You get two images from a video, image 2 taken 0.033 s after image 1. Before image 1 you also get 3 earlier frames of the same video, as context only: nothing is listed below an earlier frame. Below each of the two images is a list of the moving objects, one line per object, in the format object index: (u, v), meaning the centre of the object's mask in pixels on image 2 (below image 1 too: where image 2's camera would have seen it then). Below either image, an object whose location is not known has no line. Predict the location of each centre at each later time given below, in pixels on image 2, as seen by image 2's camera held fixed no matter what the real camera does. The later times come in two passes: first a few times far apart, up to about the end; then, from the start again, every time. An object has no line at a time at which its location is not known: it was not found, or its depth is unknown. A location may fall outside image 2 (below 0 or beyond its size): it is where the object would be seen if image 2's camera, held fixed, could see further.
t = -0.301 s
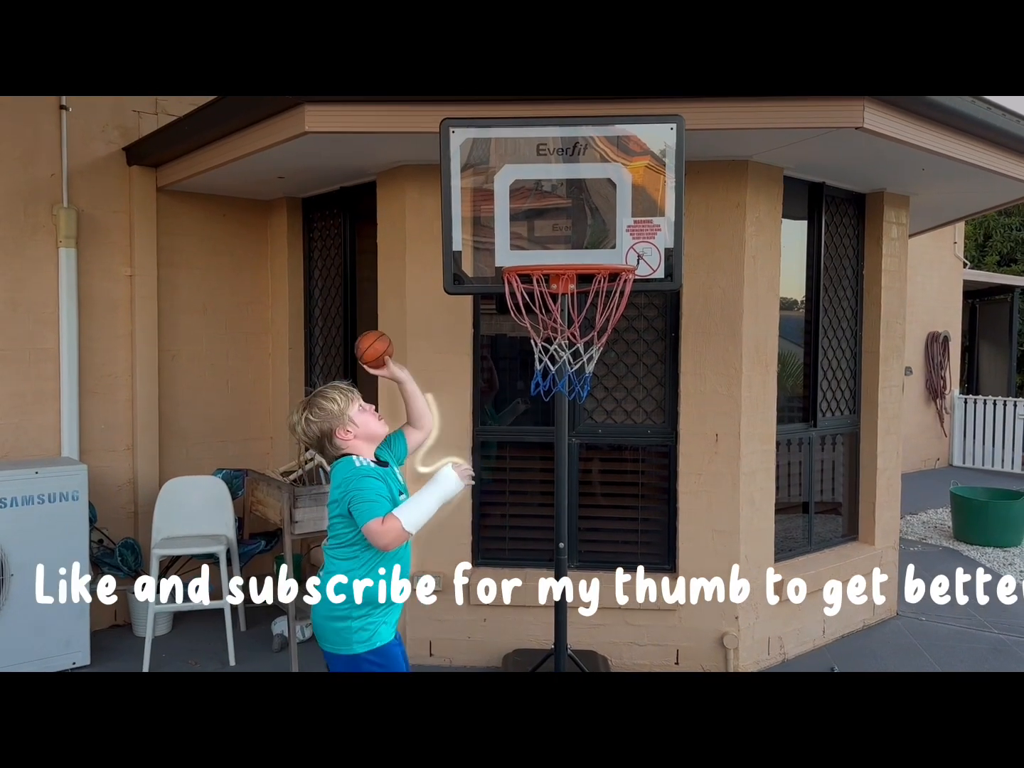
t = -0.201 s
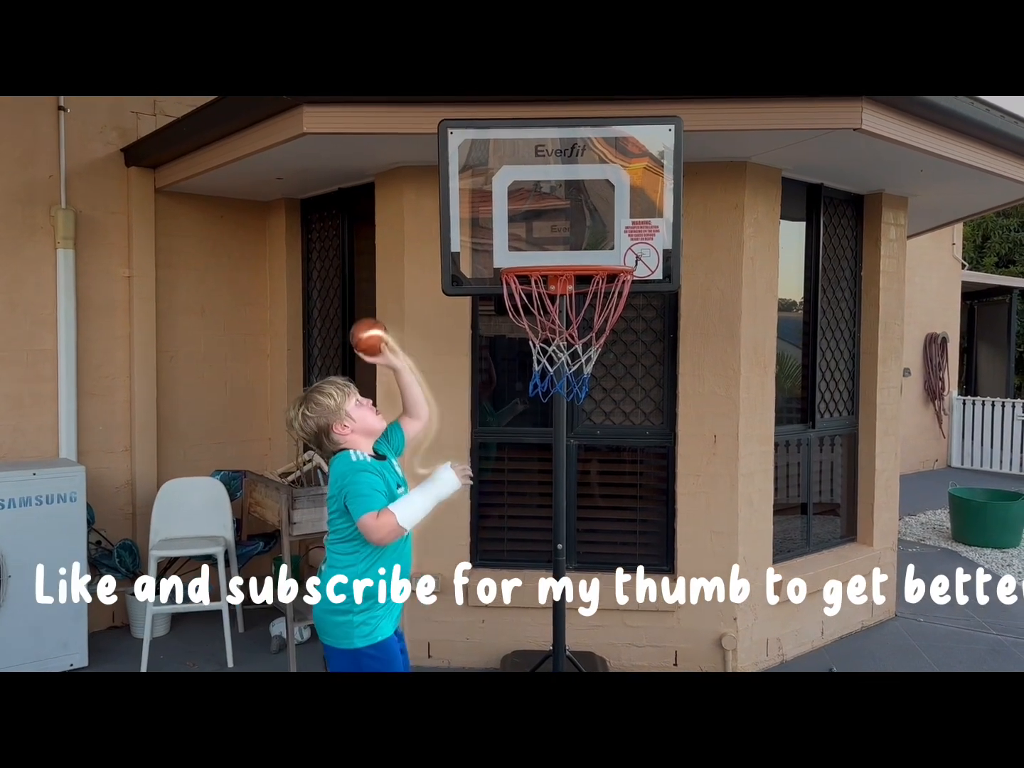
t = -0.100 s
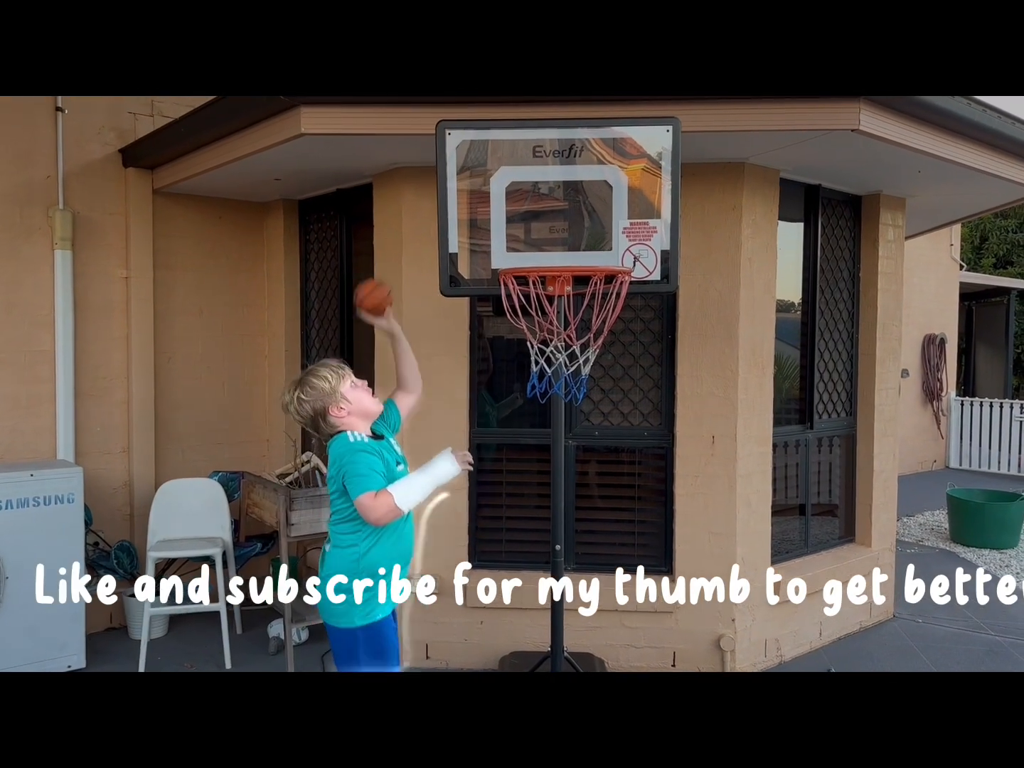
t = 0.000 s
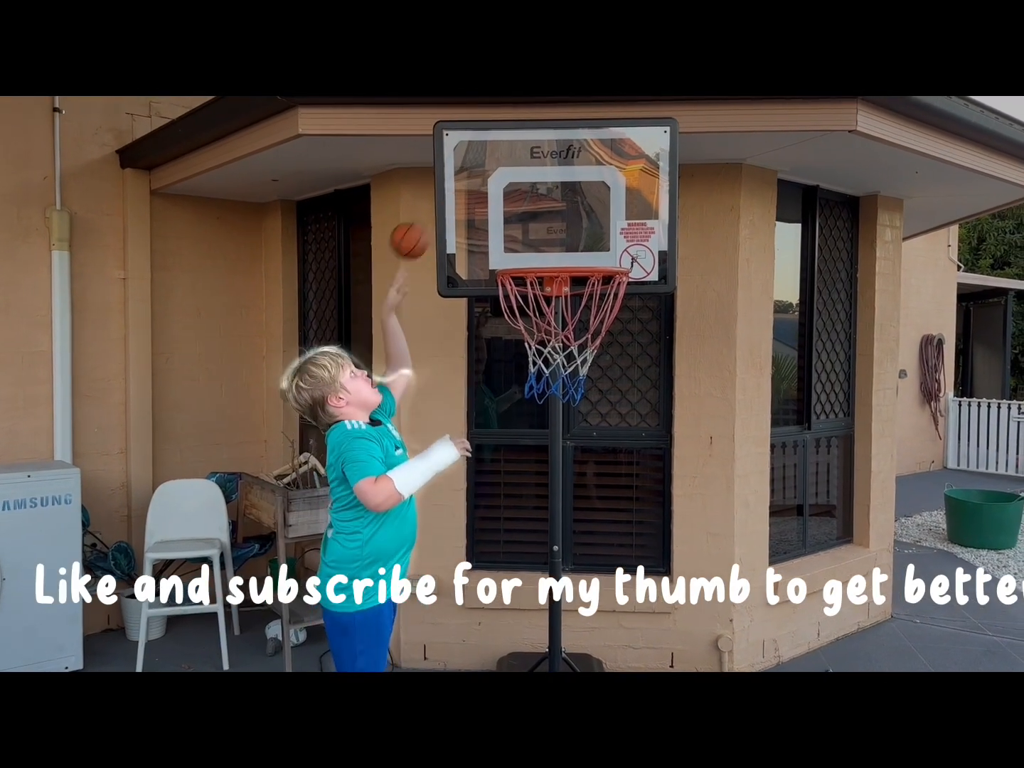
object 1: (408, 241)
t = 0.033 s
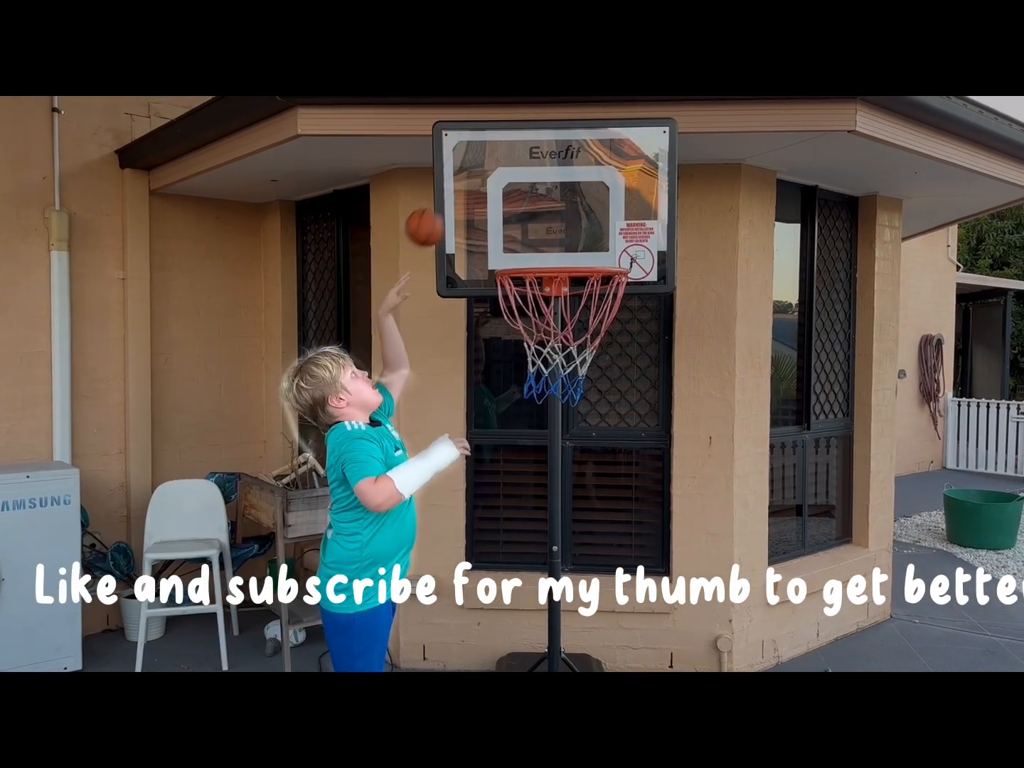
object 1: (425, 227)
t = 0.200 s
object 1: (504, 217)
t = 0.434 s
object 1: (608, 342)
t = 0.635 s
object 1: (626, 413)
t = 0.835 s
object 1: (640, 593)
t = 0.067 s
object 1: (439, 218)
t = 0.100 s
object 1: (457, 212)
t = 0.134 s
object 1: (472, 210)
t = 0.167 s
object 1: (488, 211)
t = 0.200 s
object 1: (504, 217)
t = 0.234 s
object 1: (519, 225)
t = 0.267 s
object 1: (534, 237)
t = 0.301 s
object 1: (549, 252)
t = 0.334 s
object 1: (567, 272)
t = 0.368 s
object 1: (580, 293)
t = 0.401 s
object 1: (595, 319)
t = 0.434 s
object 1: (608, 342)
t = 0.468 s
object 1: (618, 354)
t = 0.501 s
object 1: (628, 359)
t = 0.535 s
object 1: (621, 370)
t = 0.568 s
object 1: (623, 379)
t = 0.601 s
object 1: (625, 394)
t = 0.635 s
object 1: (626, 413)
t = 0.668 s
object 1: (628, 436)
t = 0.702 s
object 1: (632, 460)
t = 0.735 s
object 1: (634, 486)
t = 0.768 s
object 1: (635, 518)
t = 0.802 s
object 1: (636, 551)
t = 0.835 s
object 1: (640, 593)
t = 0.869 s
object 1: (639, 637)
